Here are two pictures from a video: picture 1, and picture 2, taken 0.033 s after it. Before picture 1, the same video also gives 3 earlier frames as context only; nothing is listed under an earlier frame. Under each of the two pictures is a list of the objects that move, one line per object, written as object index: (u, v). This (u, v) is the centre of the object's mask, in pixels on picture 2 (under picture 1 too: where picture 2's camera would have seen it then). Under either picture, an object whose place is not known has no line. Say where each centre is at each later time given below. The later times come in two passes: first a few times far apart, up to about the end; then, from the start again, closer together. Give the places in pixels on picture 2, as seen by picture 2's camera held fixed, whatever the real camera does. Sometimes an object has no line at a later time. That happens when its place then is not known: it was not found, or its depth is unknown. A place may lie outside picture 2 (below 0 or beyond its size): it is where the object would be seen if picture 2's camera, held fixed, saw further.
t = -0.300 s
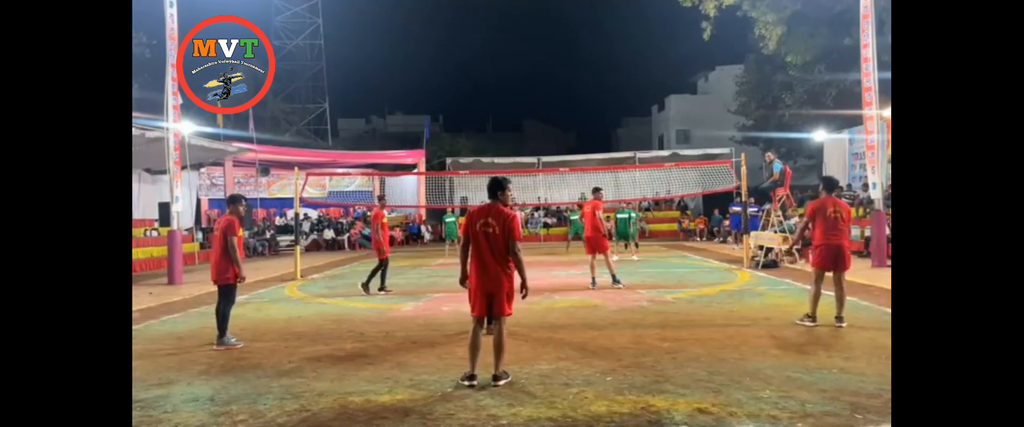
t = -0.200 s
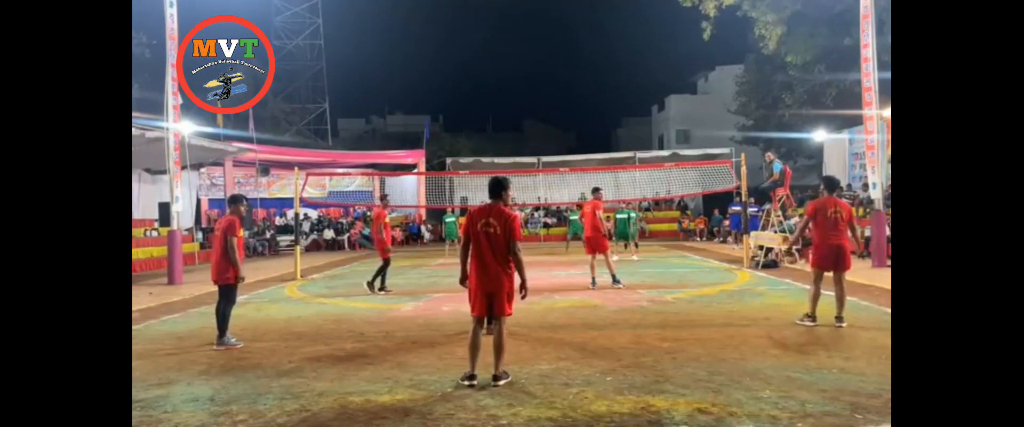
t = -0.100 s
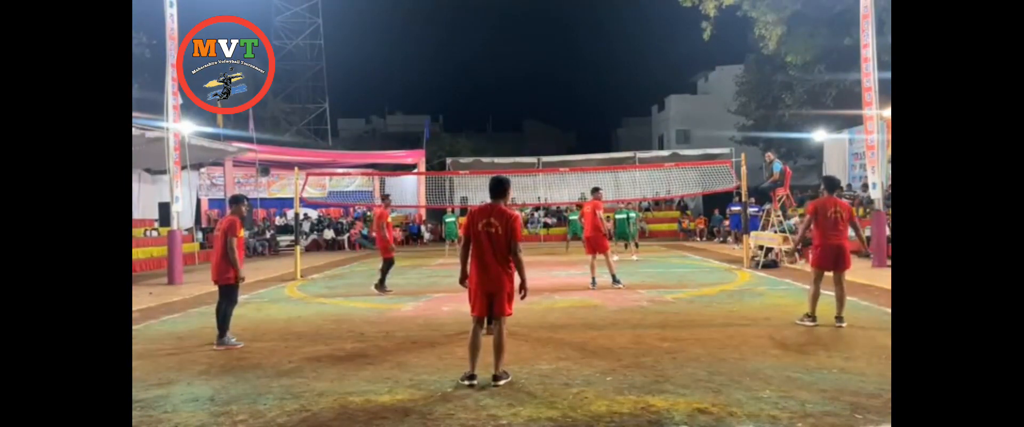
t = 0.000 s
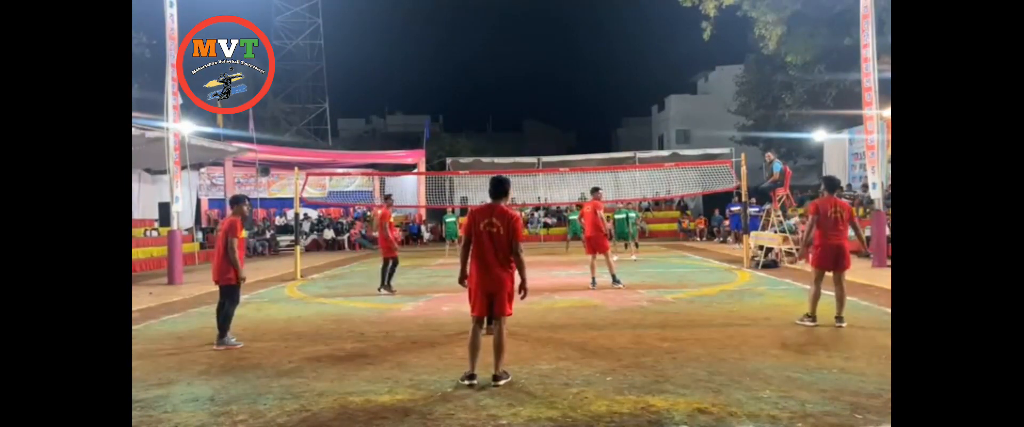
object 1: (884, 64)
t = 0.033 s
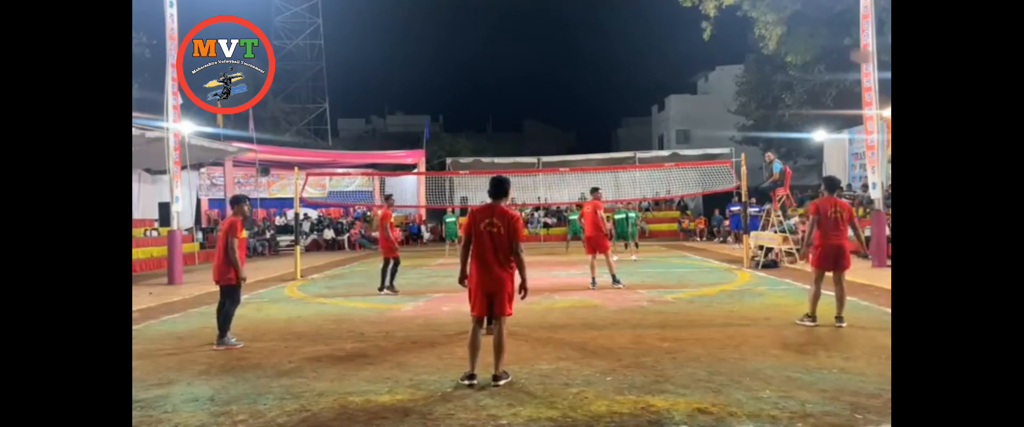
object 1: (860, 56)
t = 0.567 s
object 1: (664, 42)
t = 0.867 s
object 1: (622, 84)
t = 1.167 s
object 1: (596, 142)
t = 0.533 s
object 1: (670, 39)
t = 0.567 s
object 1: (664, 42)
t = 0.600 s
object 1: (658, 46)
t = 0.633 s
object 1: (652, 49)
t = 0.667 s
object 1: (647, 54)
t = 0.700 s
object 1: (642, 58)
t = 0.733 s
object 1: (637, 63)
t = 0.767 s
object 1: (633, 68)
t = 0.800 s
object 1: (629, 73)
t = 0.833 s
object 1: (625, 78)
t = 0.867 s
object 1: (622, 84)
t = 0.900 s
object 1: (618, 90)
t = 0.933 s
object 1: (615, 96)
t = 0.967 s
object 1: (612, 102)
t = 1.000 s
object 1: (609, 108)
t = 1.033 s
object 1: (606, 115)
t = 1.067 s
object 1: (603, 121)
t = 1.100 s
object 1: (601, 128)
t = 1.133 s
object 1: (598, 134)
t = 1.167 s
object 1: (596, 142)
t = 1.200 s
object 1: (594, 148)
